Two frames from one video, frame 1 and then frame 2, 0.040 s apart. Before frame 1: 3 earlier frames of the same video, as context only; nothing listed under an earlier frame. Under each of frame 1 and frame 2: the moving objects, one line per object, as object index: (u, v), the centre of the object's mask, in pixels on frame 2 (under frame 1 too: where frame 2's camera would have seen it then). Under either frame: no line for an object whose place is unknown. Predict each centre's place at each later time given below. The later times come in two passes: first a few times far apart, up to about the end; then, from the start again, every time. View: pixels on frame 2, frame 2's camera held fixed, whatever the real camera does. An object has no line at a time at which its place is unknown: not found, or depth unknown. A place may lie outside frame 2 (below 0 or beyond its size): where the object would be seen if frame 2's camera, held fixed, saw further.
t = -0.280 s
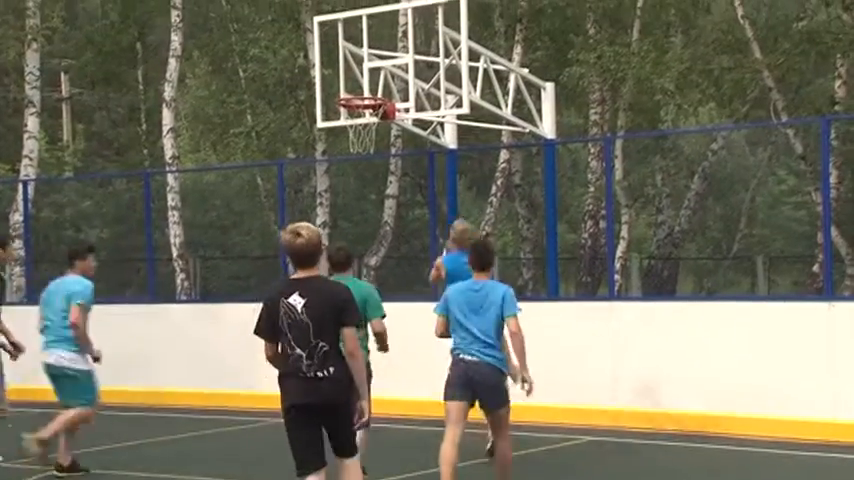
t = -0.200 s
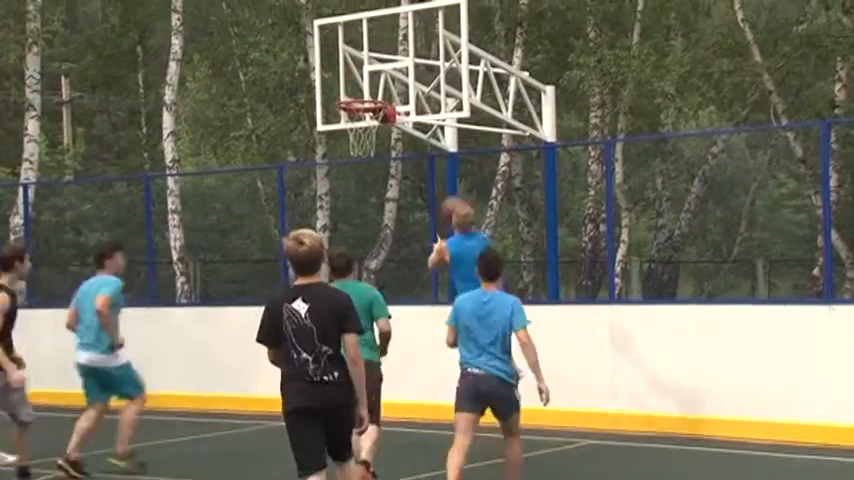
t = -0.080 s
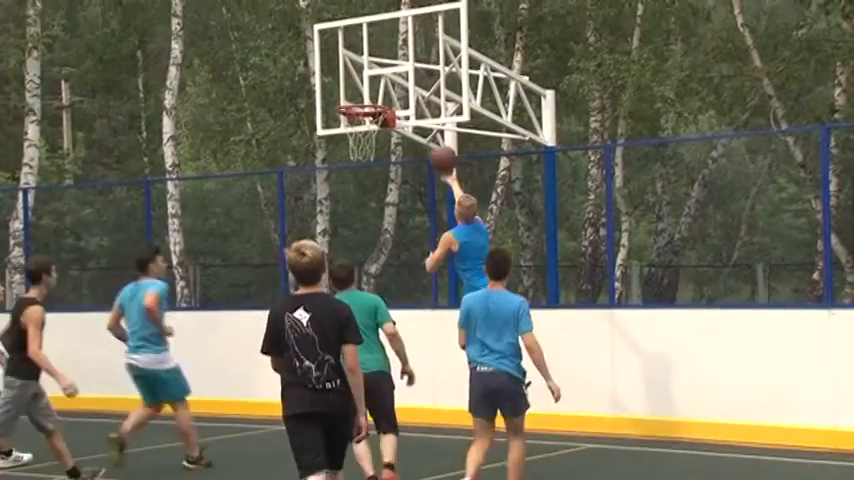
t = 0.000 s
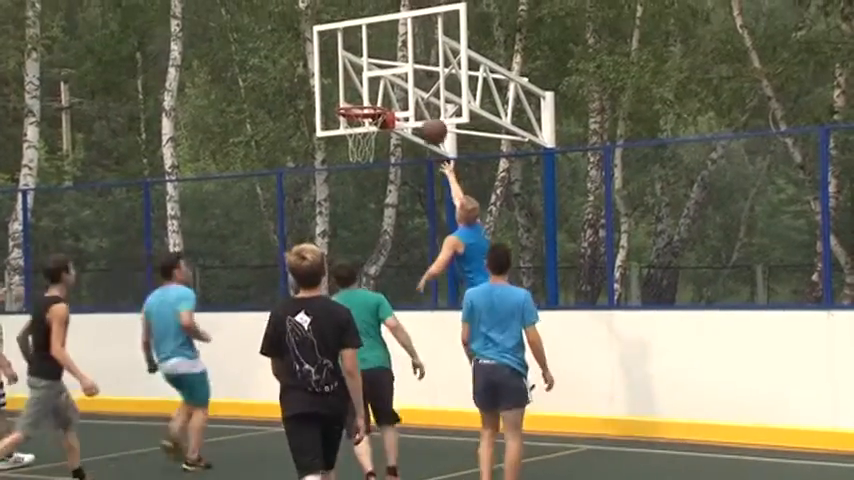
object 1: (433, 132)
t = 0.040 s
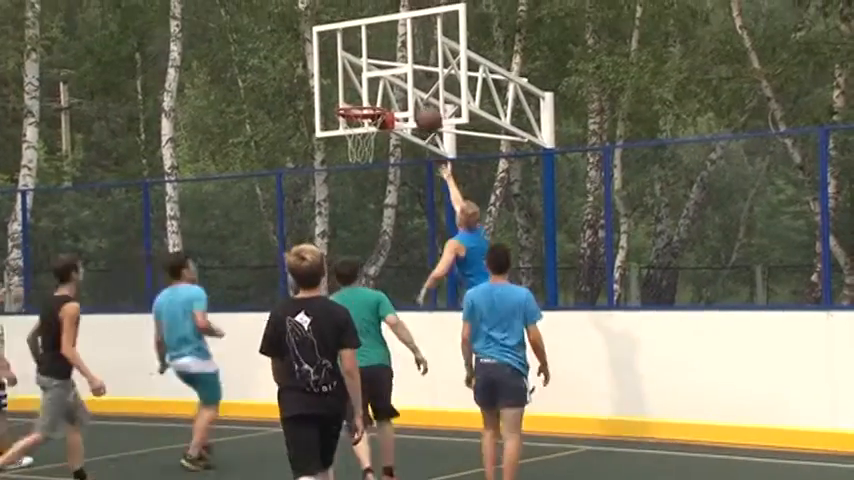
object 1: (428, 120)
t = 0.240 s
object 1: (402, 93)
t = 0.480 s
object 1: (377, 95)
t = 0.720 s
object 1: (361, 141)
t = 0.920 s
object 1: (351, 198)
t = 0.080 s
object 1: (425, 112)
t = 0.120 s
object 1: (421, 103)
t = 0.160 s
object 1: (415, 98)
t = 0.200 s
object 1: (410, 95)
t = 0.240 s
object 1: (402, 93)
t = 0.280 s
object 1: (395, 93)
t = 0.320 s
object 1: (388, 95)
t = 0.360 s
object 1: (384, 95)
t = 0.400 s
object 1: (382, 93)
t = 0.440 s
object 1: (380, 93)
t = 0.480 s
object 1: (377, 95)
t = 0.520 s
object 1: (374, 98)
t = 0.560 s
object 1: (373, 101)
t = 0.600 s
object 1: (369, 113)
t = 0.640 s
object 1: (365, 120)
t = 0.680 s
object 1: (362, 128)
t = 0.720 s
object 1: (361, 141)
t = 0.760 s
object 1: (360, 160)
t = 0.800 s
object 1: (355, 162)
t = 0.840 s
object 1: (354, 168)
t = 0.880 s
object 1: (353, 184)
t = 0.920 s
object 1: (351, 198)
